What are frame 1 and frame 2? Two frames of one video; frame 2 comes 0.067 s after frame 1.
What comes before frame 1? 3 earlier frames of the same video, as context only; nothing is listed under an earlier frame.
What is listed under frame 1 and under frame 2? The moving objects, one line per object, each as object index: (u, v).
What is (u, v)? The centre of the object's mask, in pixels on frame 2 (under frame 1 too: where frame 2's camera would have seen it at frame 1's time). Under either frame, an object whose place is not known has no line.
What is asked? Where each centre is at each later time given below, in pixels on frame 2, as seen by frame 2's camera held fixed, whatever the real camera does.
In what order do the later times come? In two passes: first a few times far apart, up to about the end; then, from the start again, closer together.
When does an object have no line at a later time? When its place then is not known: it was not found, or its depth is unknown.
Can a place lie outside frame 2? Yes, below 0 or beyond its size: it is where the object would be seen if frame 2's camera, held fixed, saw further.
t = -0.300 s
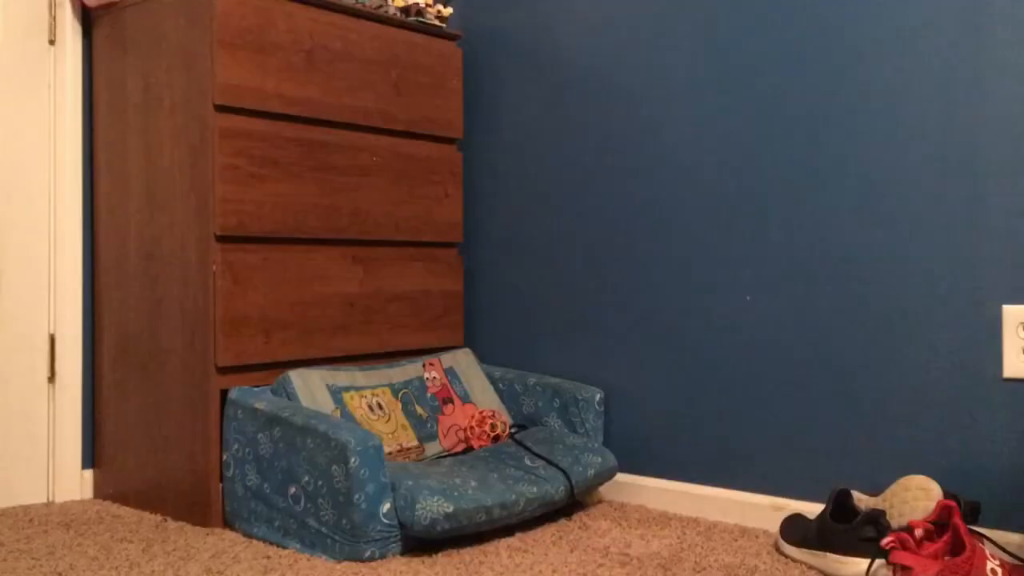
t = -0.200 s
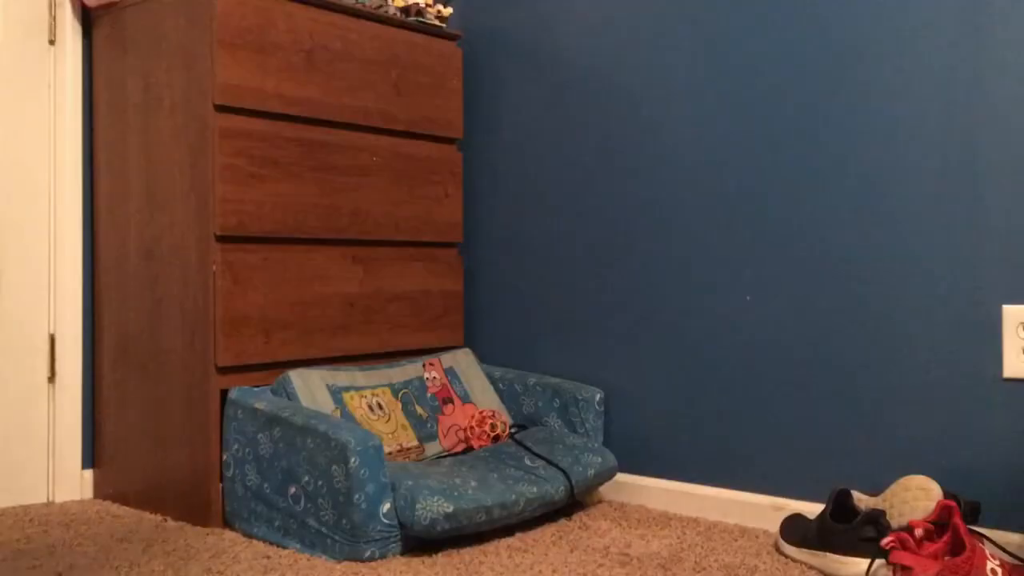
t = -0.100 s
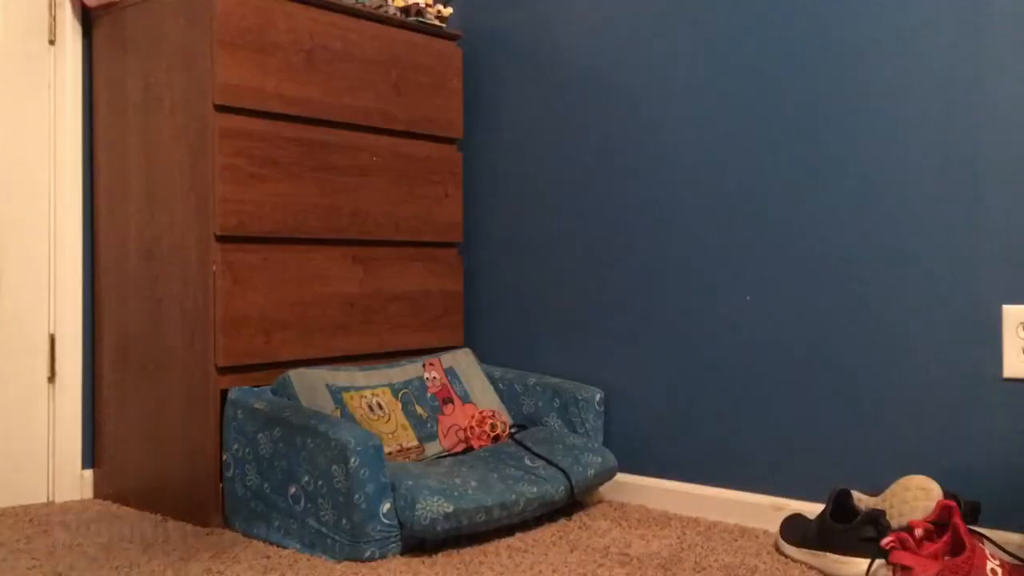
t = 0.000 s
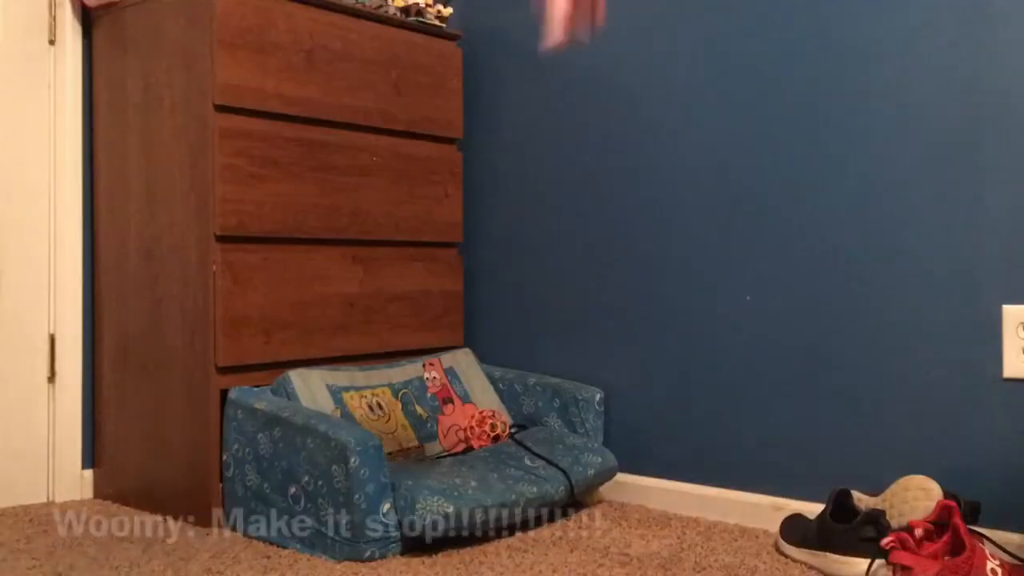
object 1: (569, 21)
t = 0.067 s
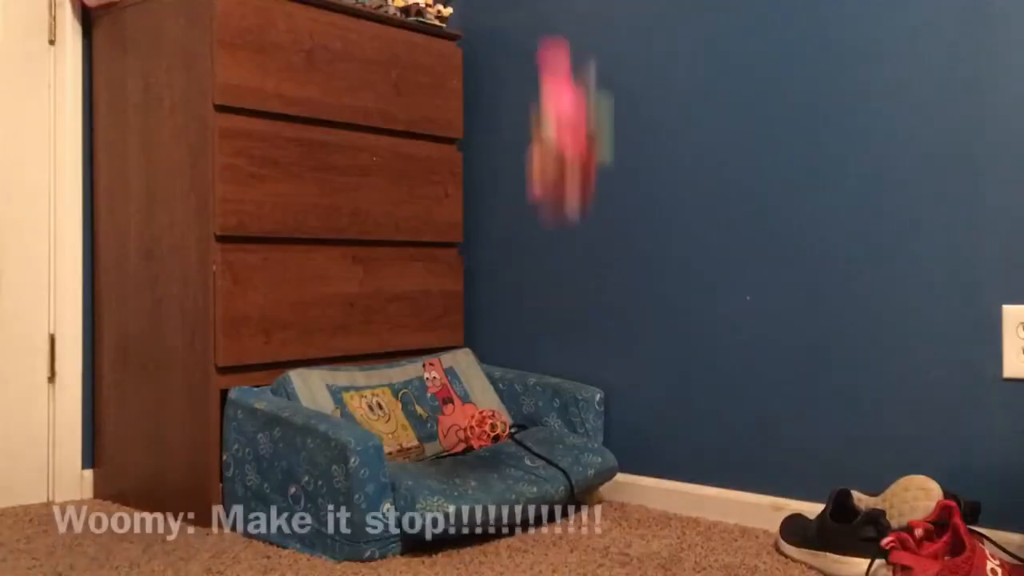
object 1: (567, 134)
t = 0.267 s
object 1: (615, 493)
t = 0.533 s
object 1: (780, 489)
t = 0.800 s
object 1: (761, 509)
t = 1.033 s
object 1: (762, 509)
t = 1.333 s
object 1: (762, 509)
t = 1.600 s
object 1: (762, 509)
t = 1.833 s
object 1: (762, 509)
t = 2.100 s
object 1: (762, 509)
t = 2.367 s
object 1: (762, 509)
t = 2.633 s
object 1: (762, 509)
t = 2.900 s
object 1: (762, 509)
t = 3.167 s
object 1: (762, 509)
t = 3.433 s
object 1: (762, 509)
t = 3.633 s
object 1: (762, 509)
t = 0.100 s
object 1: (562, 223)
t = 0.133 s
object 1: (565, 302)
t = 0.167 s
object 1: (567, 381)
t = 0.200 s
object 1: (570, 450)
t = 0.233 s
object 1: (578, 505)
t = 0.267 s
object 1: (615, 493)
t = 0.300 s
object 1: (636, 487)
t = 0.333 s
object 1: (662, 484)
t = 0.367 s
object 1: (697, 478)
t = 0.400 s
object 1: (727, 483)
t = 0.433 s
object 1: (757, 492)
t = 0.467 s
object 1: (777, 498)
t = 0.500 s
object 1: (776, 500)
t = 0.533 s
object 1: (780, 489)
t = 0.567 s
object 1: (777, 486)
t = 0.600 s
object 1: (774, 486)
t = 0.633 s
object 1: (772, 489)
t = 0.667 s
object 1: (768, 499)
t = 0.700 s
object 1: (768, 502)
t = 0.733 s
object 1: (766, 504)
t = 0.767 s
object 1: (762, 508)
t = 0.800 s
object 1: (761, 509)
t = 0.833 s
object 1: (762, 509)
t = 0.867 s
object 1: (762, 509)
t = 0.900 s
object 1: (762, 509)
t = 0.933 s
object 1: (762, 509)
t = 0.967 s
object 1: (762, 509)
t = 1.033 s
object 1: (762, 509)
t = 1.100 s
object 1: (762, 509)
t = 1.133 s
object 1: (762, 509)
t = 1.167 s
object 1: (762, 509)
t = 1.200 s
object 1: (762, 509)
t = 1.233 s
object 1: (762, 509)
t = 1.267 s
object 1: (762, 509)
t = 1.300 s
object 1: (762, 509)
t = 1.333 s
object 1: (762, 509)
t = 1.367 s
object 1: (762, 509)
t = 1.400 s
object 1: (762, 509)
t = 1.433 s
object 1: (762, 509)
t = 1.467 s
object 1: (762, 509)
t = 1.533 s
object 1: (762, 509)
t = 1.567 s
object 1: (762, 509)
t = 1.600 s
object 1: (762, 509)
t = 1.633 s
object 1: (762, 509)
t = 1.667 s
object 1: (762, 509)
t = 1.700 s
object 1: (762, 509)
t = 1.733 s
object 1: (762, 509)
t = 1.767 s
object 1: (762, 509)
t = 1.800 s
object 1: (762, 509)
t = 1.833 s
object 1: (762, 509)
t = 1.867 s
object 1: (762, 509)
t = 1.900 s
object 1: (762, 509)
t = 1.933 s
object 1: (762, 509)
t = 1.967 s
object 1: (762, 509)
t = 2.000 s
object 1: (762, 509)
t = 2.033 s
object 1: (762, 509)
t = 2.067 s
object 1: (762, 509)
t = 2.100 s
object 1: (762, 509)
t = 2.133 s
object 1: (762, 509)
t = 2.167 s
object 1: (762, 509)
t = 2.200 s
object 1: (762, 509)
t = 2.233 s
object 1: (762, 509)
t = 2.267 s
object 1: (762, 509)
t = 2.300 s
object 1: (762, 509)
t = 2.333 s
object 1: (762, 509)
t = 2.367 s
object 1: (762, 509)
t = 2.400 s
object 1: (762, 509)
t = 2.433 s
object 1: (762, 509)
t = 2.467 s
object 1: (762, 509)
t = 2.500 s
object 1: (762, 509)
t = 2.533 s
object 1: (762, 509)
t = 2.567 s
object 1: (762, 509)
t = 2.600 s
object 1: (762, 509)
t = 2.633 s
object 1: (762, 509)
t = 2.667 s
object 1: (762, 509)
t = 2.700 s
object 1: (762, 509)
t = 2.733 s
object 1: (762, 509)
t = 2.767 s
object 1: (762, 509)
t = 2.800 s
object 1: (762, 509)
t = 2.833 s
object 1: (762, 509)
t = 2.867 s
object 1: (762, 509)
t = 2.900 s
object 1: (762, 509)
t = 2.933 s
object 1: (762, 509)
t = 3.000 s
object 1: (762, 509)
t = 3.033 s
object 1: (762, 509)
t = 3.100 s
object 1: (762, 509)
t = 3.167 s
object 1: (762, 509)
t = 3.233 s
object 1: (762, 509)
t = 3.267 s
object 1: (762, 509)
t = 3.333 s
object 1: (762, 509)
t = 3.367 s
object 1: (762, 509)
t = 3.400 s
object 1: (762, 509)
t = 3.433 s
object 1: (762, 509)
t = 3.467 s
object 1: (762, 509)
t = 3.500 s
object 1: (762, 509)
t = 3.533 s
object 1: (762, 509)
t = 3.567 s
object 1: (762, 509)
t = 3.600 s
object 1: (762, 509)
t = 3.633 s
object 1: (762, 509)
